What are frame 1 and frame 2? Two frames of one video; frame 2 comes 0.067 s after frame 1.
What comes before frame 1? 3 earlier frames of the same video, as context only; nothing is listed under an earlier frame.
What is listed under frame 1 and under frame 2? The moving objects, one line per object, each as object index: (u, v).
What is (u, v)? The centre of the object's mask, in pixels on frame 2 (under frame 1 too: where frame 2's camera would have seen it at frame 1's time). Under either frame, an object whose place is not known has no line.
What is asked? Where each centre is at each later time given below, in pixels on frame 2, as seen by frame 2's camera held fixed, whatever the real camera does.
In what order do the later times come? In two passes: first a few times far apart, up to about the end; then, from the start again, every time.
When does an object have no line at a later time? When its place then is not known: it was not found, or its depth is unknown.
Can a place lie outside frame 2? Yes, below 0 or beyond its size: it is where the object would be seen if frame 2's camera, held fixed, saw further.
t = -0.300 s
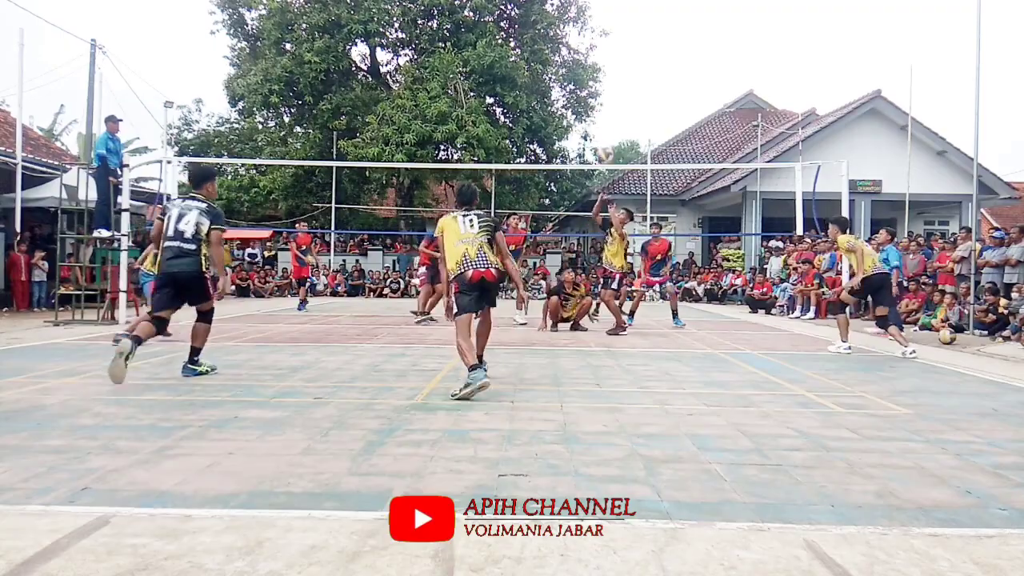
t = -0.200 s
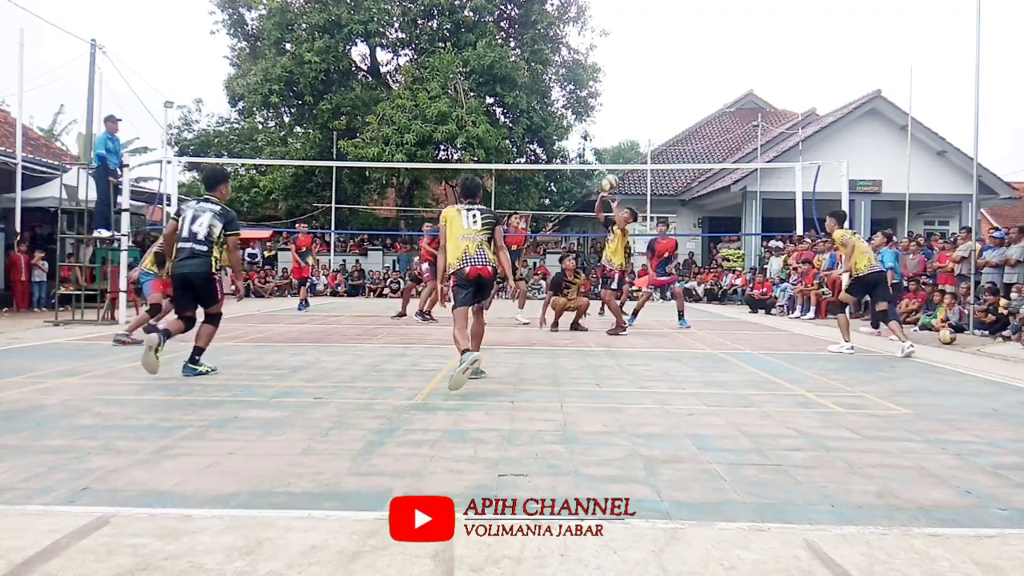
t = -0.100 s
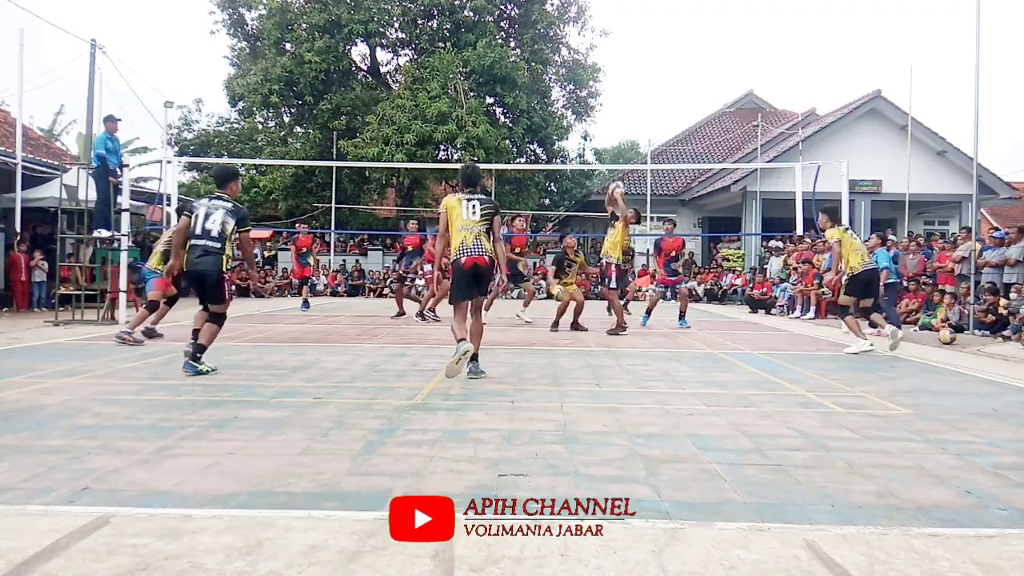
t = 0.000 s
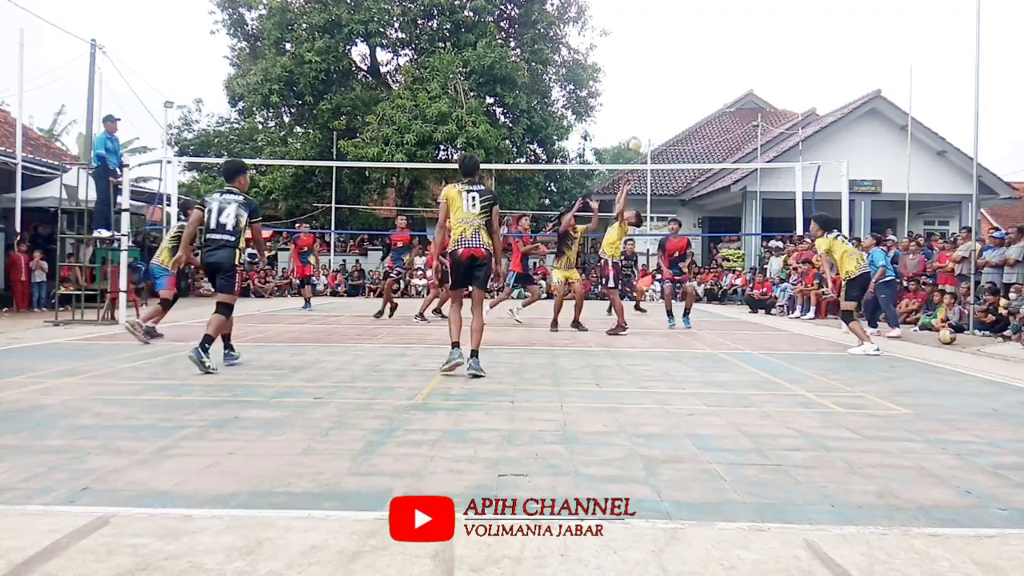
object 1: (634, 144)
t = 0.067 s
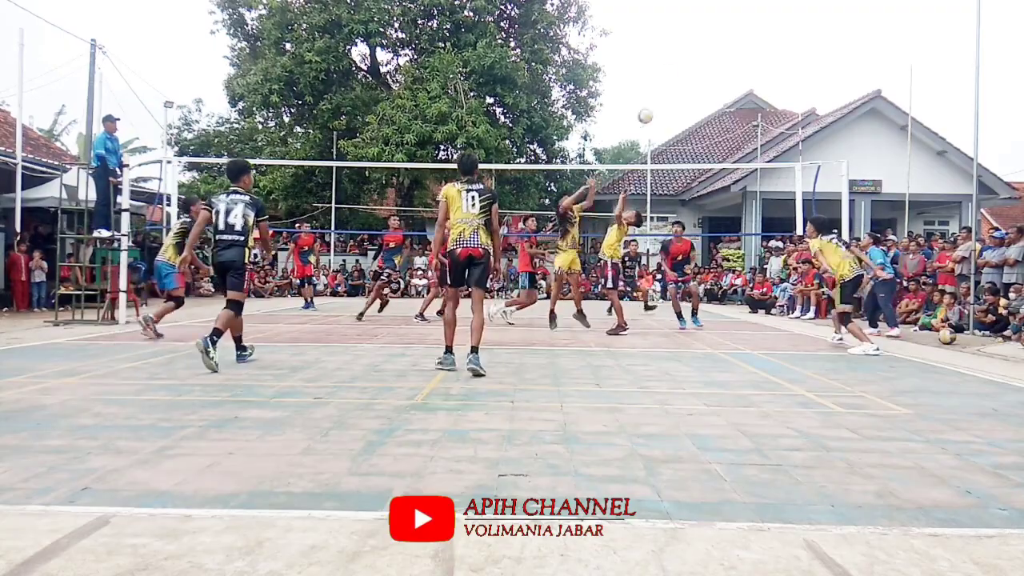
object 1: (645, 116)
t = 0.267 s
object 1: (679, 52)
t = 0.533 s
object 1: (723, 15)
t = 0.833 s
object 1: (769, 38)
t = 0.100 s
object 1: (651, 103)
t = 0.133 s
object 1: (657, 91)
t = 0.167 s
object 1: (662, 80)
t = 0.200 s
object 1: (668, 71)
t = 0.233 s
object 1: (674, 61)
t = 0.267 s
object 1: (679, 52)
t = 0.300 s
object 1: (685, 45)
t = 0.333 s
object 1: (690, 39)
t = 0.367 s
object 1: (696, 32)
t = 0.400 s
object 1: (701, 27)
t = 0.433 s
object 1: (707, 22)
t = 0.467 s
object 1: (712, 20)
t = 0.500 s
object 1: (717, 18)
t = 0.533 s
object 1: (723, 15)
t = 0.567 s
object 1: (728, 14)
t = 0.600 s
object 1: (733, 14)
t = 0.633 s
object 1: (738, 15)
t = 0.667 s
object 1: (744, 16)
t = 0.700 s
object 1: (749, 19)
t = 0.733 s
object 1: (754, 22)
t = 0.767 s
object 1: (759, 26)
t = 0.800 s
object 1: (764, 32)
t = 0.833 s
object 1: (769, 38)
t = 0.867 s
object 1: (774, 44)
